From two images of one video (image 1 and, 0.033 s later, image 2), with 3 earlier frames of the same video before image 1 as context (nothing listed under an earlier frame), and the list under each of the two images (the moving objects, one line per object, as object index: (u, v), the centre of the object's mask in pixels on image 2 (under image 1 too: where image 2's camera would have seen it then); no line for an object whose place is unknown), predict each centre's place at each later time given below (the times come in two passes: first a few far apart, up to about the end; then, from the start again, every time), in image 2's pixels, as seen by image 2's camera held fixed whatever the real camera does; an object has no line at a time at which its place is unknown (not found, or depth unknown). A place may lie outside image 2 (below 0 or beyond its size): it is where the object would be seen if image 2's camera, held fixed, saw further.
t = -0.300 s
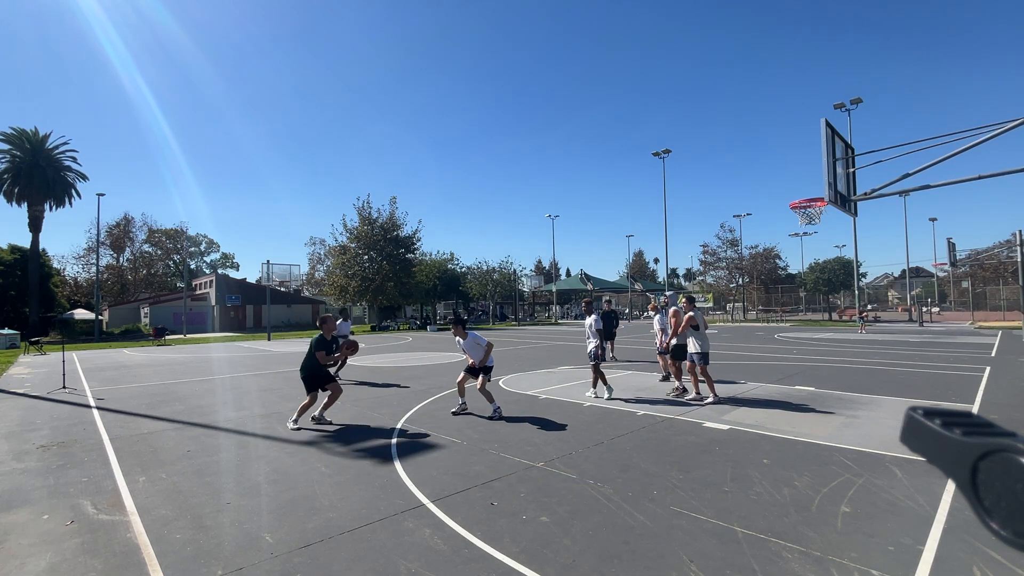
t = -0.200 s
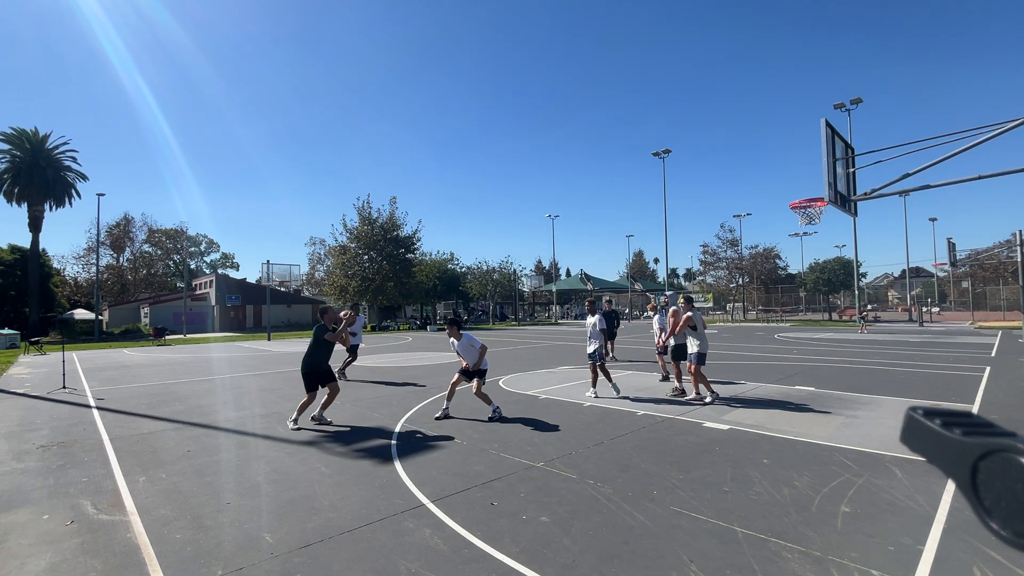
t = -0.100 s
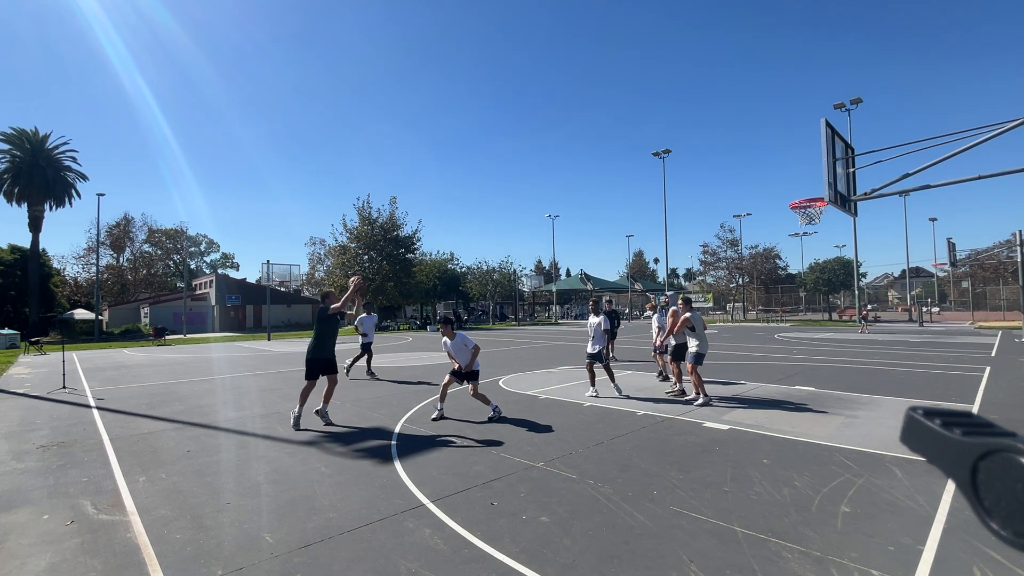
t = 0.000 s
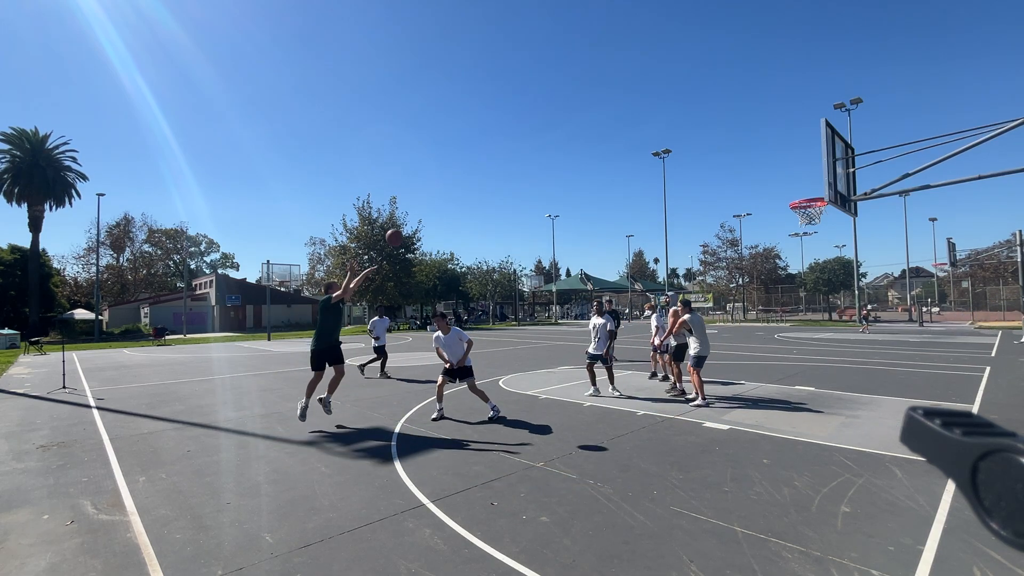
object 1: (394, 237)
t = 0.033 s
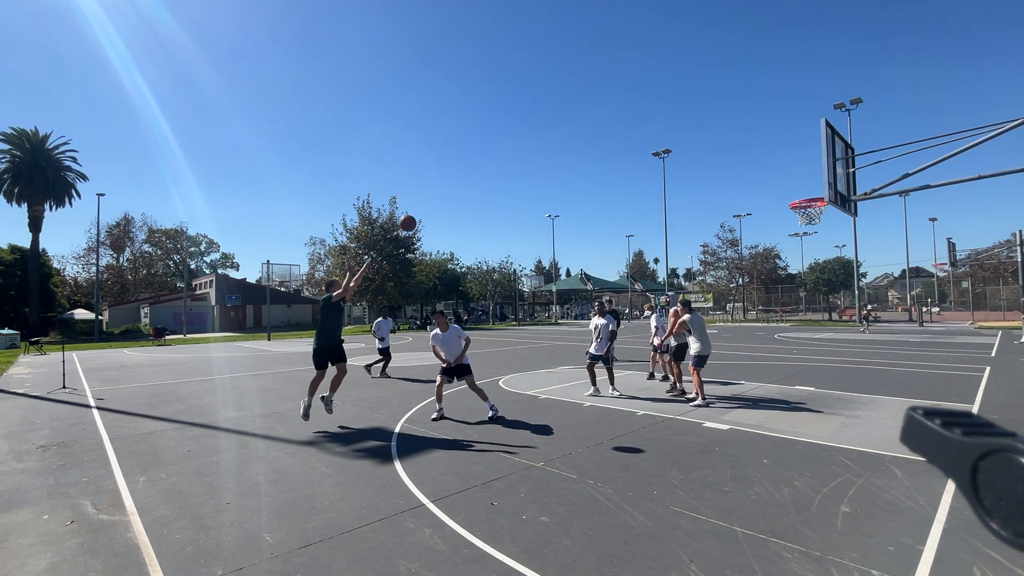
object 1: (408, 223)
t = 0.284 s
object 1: (504, 144)
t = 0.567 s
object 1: (609, 107)
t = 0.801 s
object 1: (694, 117)
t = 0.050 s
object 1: (415, 216)
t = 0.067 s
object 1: (421, 210)
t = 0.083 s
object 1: (428, 203)
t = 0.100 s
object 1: (434, 197)
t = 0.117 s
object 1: (441, 191)
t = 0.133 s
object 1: (447, 186)
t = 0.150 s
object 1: (454, 180)
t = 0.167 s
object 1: (460, 175)
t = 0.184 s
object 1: (466, 170)
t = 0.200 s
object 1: (473, 165)
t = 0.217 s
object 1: (479, 160)
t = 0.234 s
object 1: (486, 156)
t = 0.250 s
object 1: (492, 152)
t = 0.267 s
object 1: (498, 148)
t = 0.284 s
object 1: (504, 144)
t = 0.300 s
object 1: (511, 140)
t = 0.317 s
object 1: (517, 137)
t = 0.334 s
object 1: (523, 133)
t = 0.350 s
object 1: (529, 130)
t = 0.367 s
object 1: (536, 127)
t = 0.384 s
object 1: (542, 125)
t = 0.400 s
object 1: (548, 122)
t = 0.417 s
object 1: (554, 120)
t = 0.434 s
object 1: (560, 118)
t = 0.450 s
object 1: (567, 116)
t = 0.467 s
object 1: (573, 114)
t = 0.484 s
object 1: (579, 112)
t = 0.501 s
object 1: (585, 111)
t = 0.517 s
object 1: (591, 110)
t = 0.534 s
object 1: (597, 109)
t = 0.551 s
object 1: (603, 108)
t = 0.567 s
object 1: (609, 107)
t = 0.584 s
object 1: (615, 107)
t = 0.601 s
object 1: (622, 107)
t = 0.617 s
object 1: (628, 107)
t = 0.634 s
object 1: (634, 107)
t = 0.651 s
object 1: (640, 107)
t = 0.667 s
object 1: (646, 108)
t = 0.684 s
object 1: (652, 108)
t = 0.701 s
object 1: (658, 109)
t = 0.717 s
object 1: (664, 110)
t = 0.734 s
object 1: (670, 111)
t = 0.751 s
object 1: (676, 112)
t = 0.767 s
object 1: (682, 114)
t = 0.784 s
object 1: (688, 116)
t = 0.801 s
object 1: (694, 117)
